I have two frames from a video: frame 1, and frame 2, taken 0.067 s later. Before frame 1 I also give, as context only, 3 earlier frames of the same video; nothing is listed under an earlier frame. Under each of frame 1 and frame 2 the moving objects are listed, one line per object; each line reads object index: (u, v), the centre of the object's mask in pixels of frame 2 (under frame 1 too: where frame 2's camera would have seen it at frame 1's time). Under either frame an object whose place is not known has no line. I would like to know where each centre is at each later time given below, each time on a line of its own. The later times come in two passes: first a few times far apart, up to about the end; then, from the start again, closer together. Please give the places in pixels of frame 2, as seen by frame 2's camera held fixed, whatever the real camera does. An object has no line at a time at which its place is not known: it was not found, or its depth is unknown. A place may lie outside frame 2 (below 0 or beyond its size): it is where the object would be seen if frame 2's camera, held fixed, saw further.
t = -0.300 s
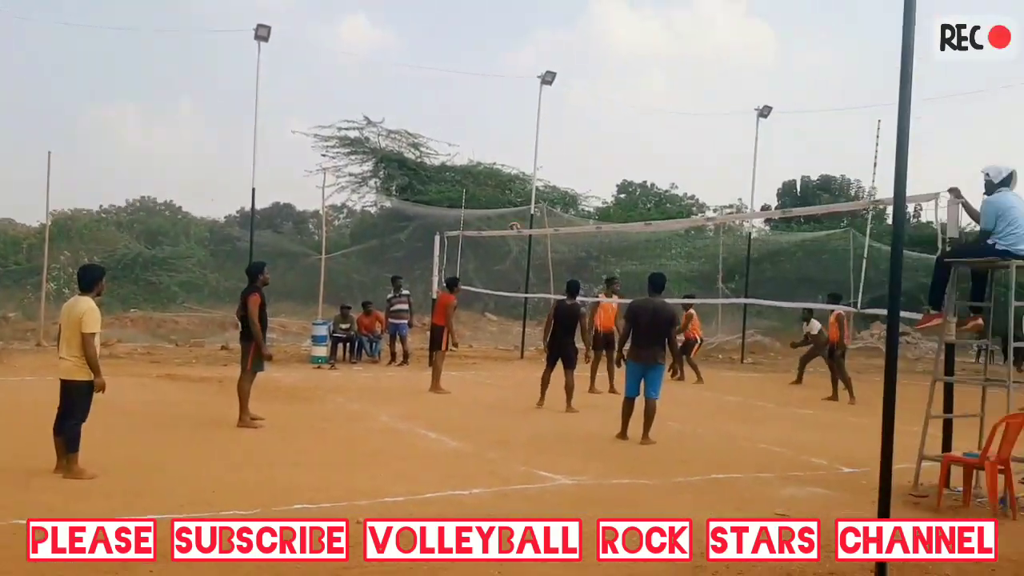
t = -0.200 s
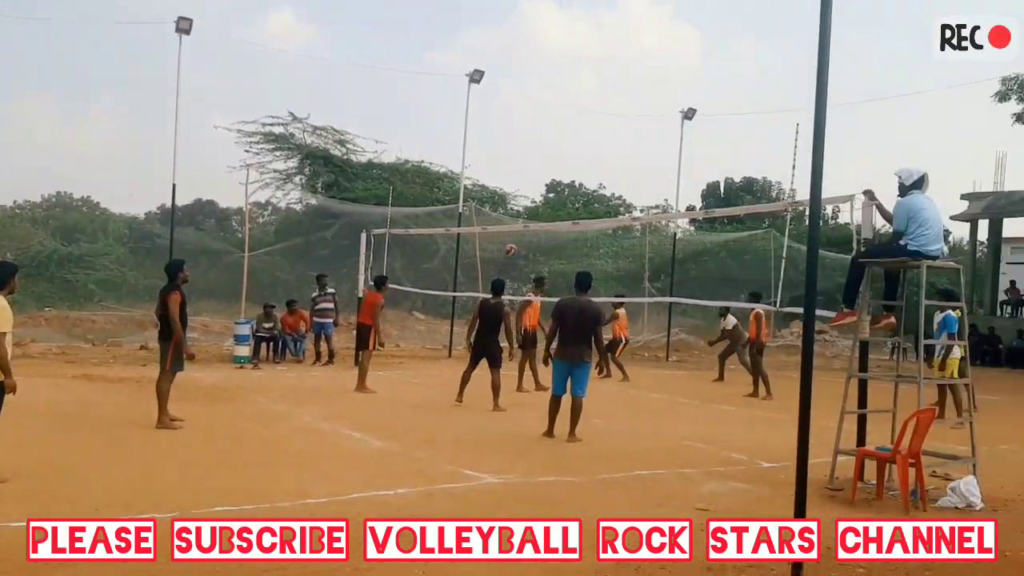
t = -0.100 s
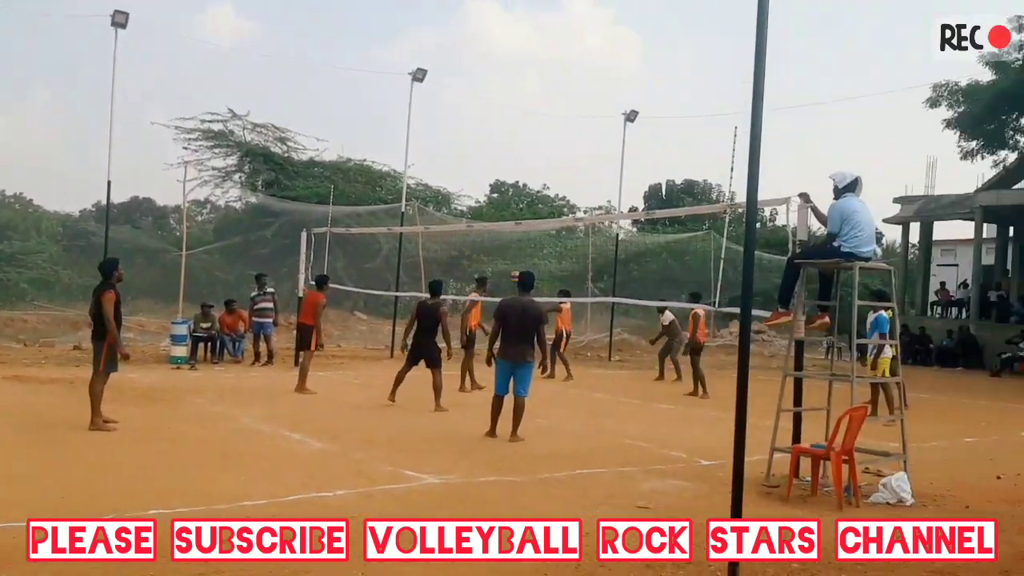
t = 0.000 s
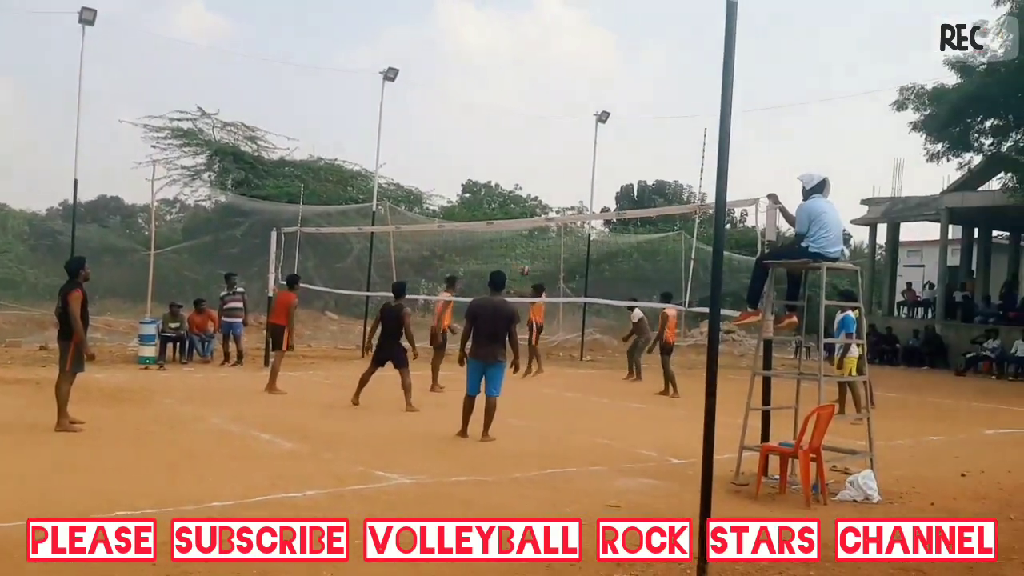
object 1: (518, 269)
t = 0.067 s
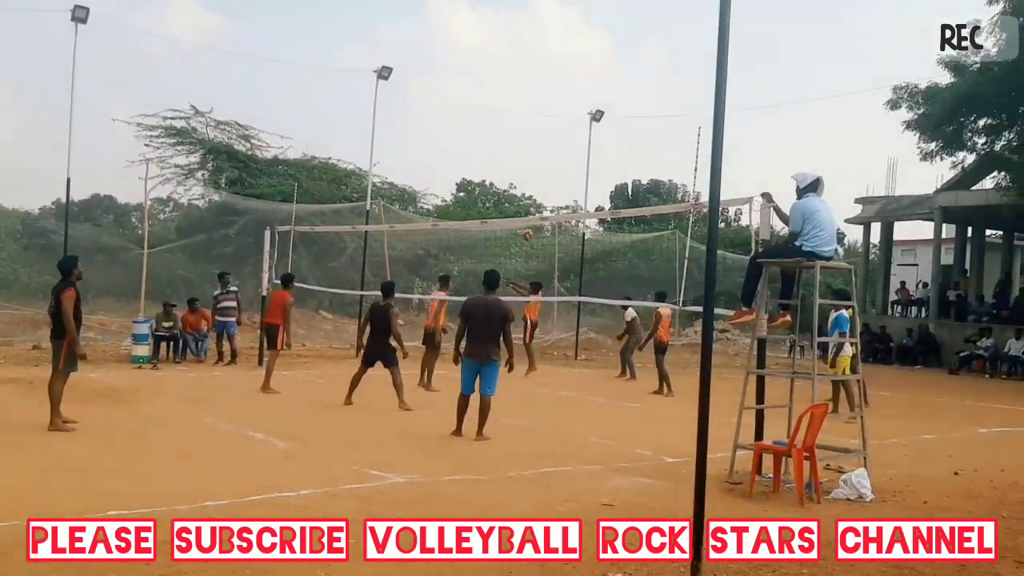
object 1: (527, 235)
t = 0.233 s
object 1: (546, 157)
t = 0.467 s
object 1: (574, 74)
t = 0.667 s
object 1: (599, 25)
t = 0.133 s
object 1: (534, 201)
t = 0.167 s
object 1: (537, 187)
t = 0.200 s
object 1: (541, 172)
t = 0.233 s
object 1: (546, 157)
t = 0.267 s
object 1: (550, 143)
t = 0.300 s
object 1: (553, 130)
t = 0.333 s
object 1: (558, 118)
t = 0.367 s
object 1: (562, 106)
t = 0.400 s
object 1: (566, 95)
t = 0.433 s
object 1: (570, 84)
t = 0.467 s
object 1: (574, 74)
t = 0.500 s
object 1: (579, 64)
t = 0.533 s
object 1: (583, 56)
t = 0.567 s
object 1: (587, 47)
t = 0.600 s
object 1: (591, 39)
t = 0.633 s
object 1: (595, 32)
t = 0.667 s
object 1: (599, 25)
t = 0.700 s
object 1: (603, 19)
